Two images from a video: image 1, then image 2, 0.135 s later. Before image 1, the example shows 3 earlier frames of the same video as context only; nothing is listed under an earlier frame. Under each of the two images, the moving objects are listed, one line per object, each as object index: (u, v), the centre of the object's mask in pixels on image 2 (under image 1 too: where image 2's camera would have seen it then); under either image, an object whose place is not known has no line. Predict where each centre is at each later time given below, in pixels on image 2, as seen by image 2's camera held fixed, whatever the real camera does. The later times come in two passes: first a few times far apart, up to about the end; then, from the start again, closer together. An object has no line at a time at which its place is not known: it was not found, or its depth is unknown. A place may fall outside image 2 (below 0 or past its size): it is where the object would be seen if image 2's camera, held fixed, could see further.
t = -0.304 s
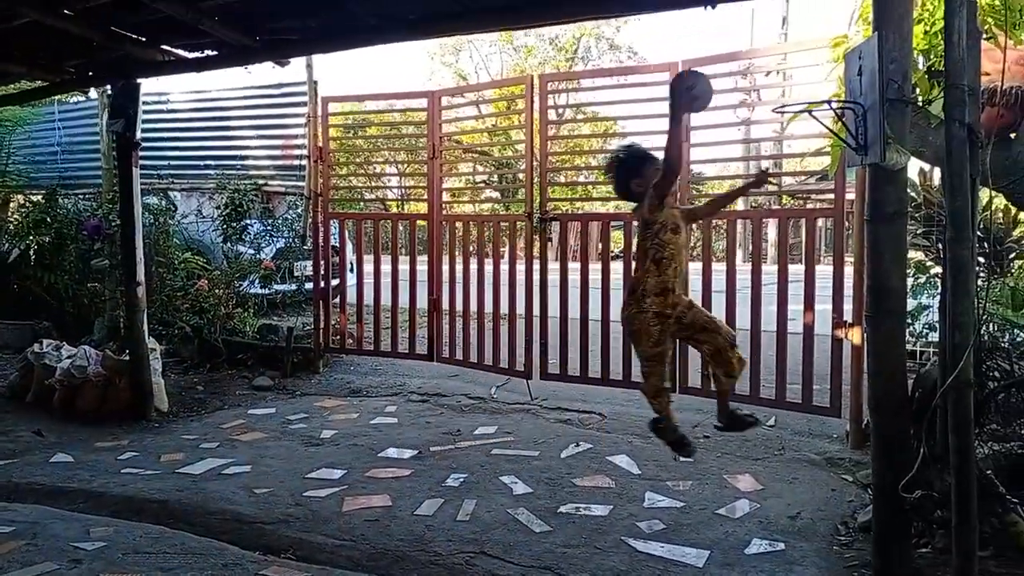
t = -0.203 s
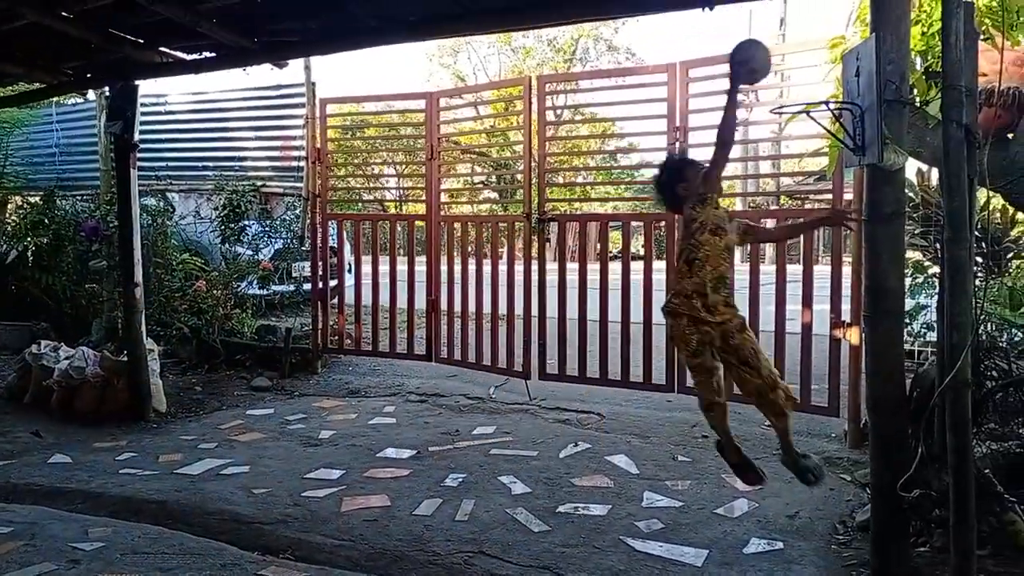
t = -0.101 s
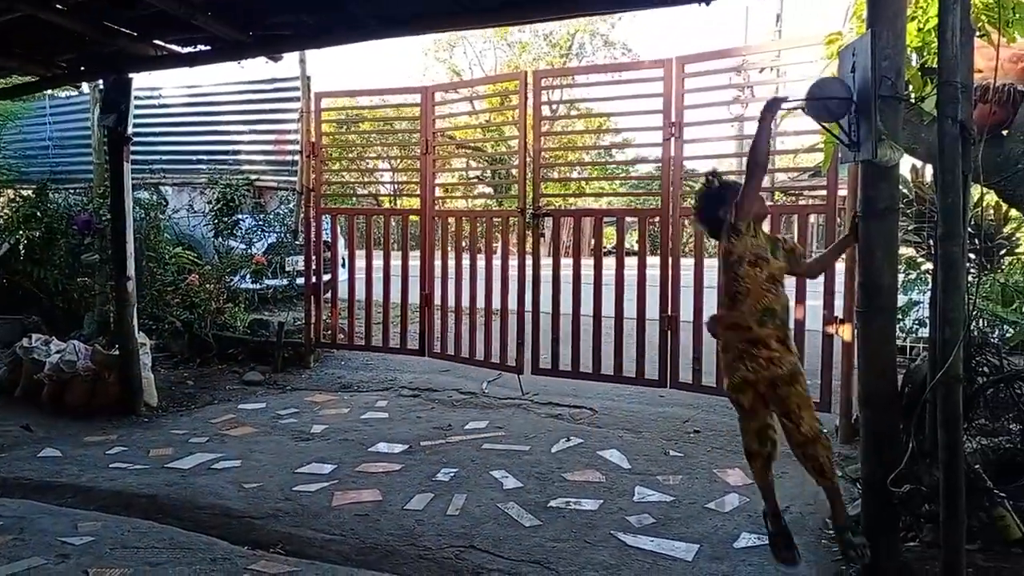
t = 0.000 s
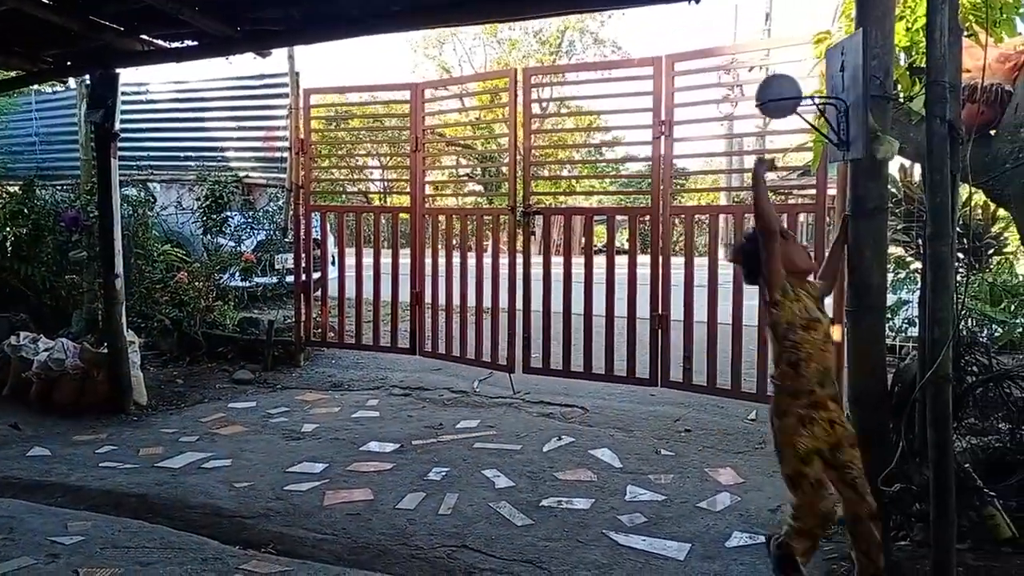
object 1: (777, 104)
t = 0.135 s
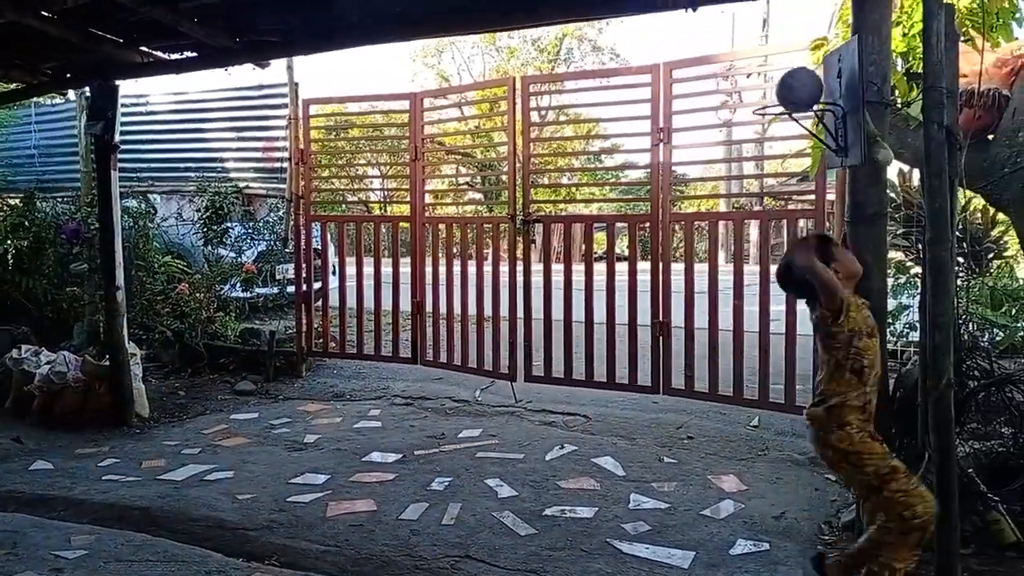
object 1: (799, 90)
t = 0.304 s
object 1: (810, 118)
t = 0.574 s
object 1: (754, 299)
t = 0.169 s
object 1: (804, 89)
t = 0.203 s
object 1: (809, 93)
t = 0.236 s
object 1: (815, 99)
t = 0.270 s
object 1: (816, 110)
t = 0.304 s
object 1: (810, 118)
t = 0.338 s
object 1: (803, 129)
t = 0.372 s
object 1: (796, 144)
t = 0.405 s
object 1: (788, 163)
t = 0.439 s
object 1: (781, 184)
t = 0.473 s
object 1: (774, 207)
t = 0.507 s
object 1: (767, 234)
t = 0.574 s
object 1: (754, 299)
